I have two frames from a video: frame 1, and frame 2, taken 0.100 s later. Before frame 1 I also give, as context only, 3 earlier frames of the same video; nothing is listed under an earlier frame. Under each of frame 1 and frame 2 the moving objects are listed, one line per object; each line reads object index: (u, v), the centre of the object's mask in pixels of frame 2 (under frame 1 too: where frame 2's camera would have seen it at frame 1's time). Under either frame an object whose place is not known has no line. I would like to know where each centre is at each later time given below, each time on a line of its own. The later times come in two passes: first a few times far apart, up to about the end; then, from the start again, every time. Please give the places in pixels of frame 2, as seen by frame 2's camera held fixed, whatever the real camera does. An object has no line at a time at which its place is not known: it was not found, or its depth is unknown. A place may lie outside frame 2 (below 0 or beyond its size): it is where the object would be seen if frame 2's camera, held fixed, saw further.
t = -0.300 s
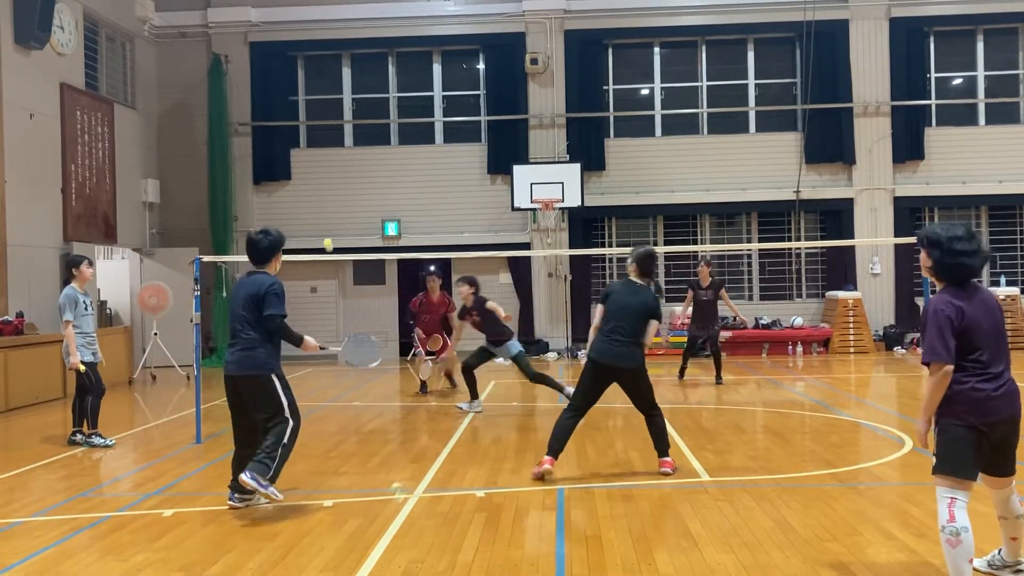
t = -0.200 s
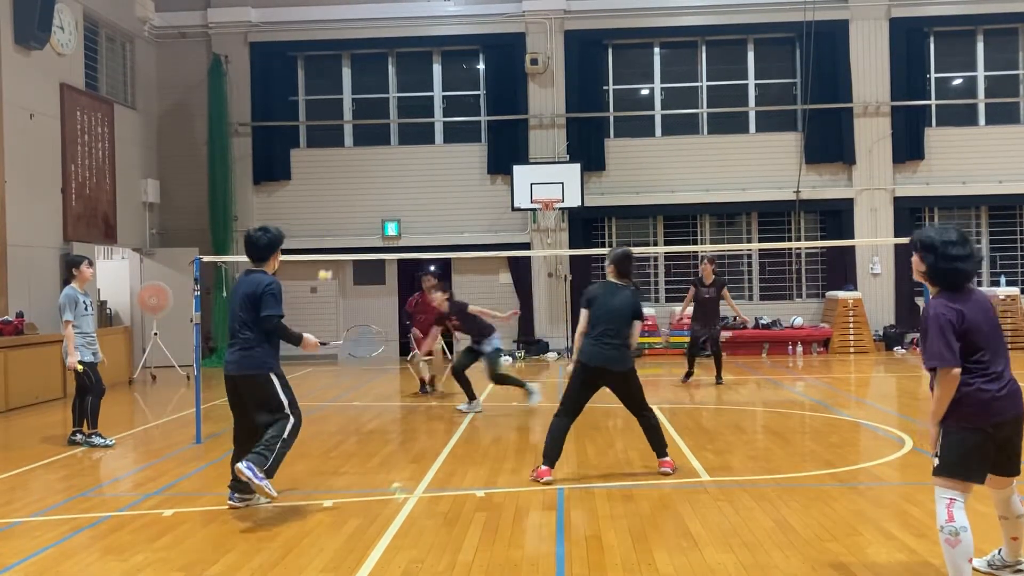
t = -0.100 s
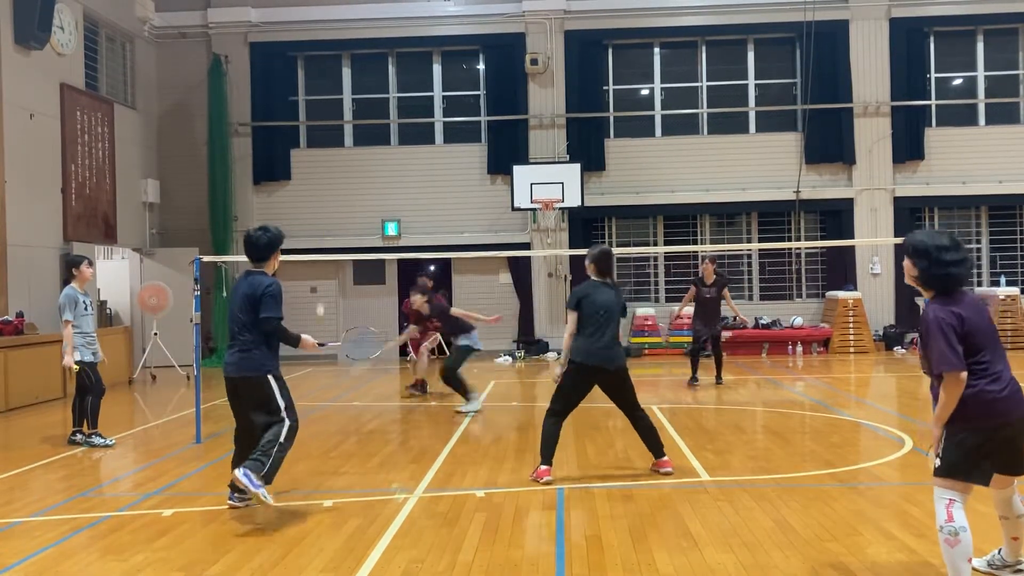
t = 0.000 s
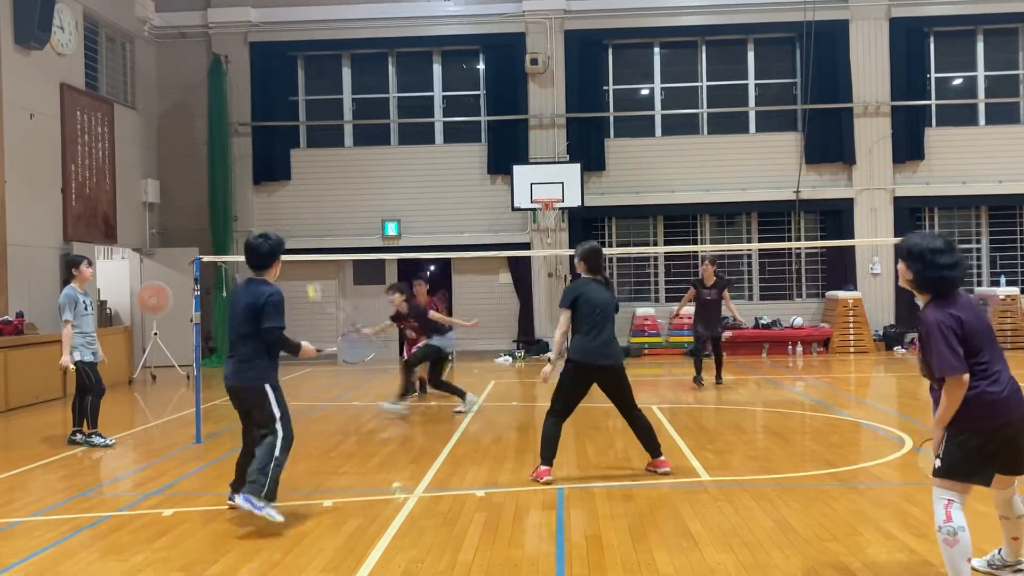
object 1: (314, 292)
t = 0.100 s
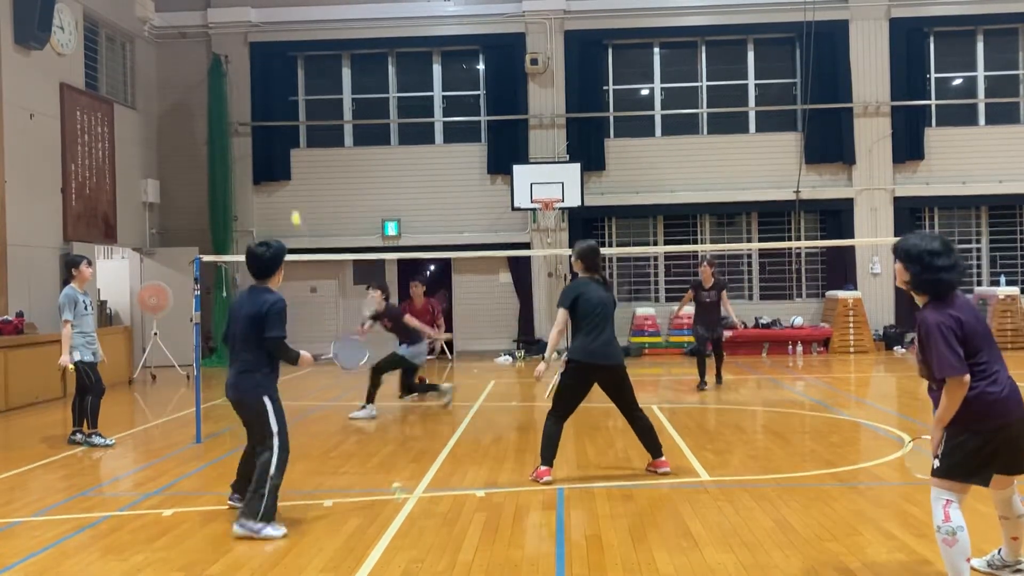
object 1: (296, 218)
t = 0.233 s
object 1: (277, 143)
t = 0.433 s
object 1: (246, 69)
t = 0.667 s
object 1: (213, 75)
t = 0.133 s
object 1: (291, 199)
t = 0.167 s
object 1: (286, 179)
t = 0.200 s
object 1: (282, 161)
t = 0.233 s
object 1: (277, 143)
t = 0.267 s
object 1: (272, 127)
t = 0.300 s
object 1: (267, 113)
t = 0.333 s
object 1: (262, 100)
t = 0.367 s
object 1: (256, 86)
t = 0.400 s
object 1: (251, 77)
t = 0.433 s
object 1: (246, 69)
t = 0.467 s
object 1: (241, 64)
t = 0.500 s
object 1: (237, 61)
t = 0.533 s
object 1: (232, 59)
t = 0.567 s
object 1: (228, 61)
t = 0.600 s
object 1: (224, 64)
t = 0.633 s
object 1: (220, 71)
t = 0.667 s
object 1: (213, 75)
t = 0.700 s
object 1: (207, 84)
